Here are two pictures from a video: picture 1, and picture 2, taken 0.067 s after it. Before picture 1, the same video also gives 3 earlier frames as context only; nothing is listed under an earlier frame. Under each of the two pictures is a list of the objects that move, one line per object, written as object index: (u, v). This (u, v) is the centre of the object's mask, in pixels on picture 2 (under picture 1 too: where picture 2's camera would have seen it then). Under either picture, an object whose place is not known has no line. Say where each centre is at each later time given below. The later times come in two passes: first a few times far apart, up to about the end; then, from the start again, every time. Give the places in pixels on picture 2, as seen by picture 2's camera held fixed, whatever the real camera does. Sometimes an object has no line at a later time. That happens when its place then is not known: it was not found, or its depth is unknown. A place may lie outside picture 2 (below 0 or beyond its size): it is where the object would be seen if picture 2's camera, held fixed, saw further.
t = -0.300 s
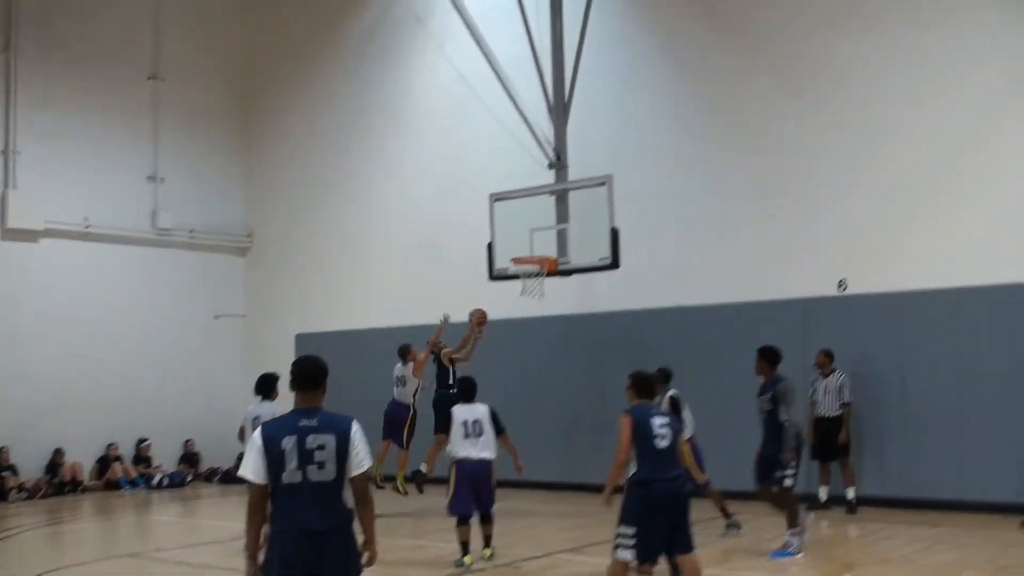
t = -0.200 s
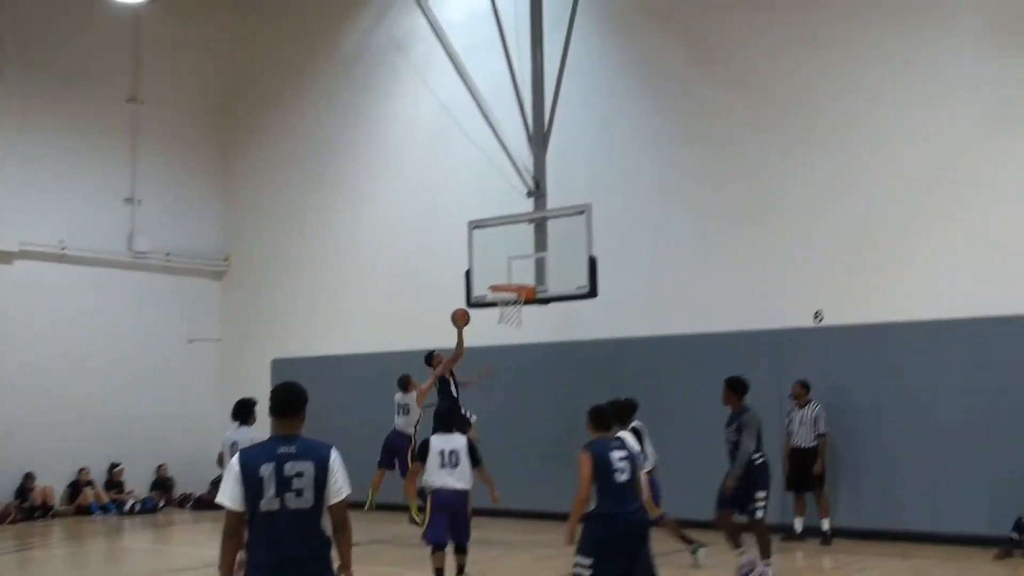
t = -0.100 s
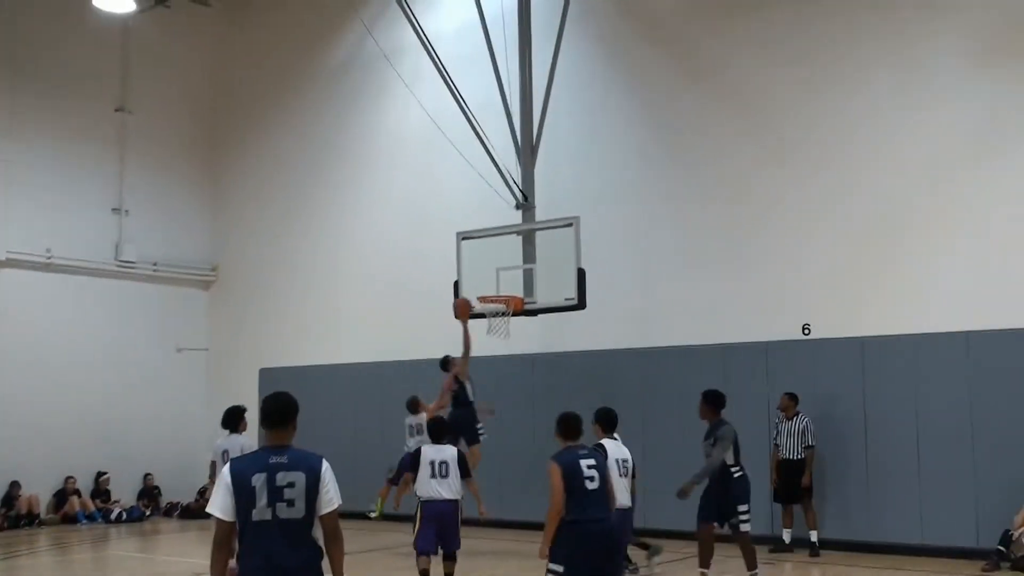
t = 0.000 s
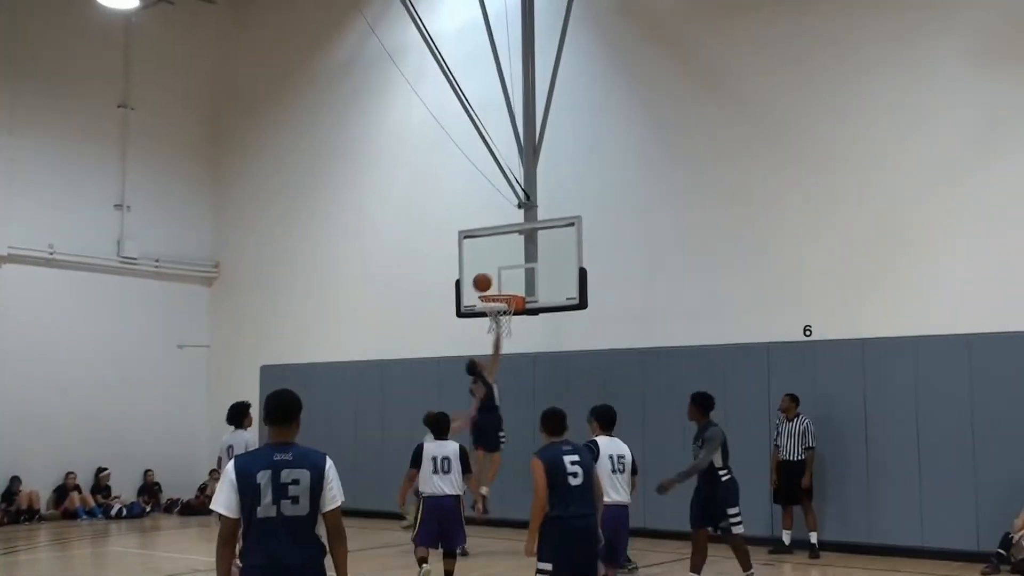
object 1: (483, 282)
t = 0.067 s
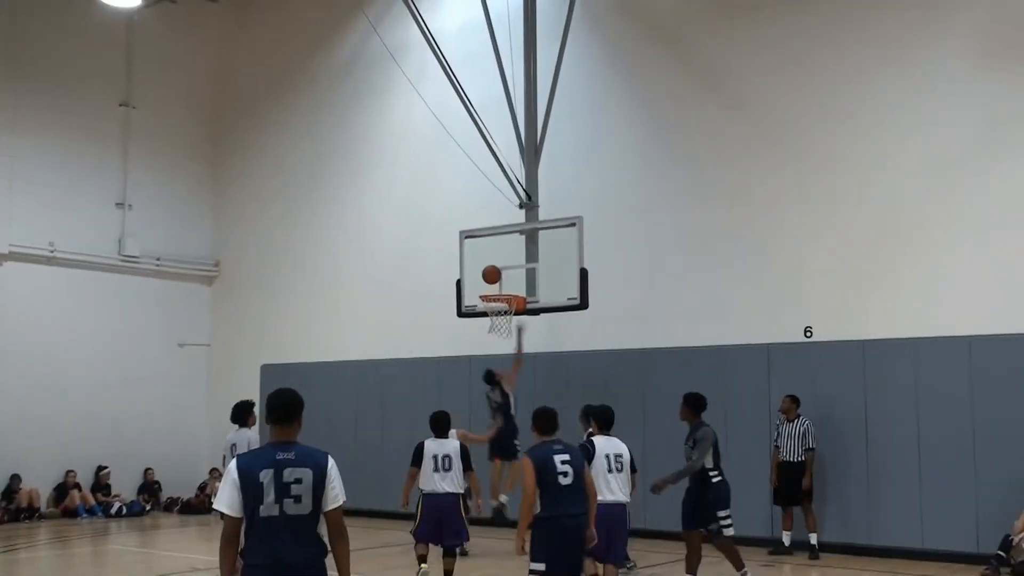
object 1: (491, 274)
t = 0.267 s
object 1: (488, 288)
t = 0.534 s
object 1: (511, 320)
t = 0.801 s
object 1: (514, 348)
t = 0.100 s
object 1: (491, 275)
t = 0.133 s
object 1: (490, 276)
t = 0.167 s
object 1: (490, 278)
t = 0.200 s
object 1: (489, 281)
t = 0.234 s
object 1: (489, 284)
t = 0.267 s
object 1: (488, 288)
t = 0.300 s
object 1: (490, 294)
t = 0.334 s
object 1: (493, 297)
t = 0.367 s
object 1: (496, 301)
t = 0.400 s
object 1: (500, 308)
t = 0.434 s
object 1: (502, 314)
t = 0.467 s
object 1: (507, 318)
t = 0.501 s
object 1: (509, 321)
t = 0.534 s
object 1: (511, 320)
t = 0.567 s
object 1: (513, 321)
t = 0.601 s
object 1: (514, 321)
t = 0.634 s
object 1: (514, 324)
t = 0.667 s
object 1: (514, 327)
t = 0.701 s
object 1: (514, 331)
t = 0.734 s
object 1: (514, 336)
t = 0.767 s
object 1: (514, 342)
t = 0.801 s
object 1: (514, 348)
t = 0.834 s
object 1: (514, 356)
